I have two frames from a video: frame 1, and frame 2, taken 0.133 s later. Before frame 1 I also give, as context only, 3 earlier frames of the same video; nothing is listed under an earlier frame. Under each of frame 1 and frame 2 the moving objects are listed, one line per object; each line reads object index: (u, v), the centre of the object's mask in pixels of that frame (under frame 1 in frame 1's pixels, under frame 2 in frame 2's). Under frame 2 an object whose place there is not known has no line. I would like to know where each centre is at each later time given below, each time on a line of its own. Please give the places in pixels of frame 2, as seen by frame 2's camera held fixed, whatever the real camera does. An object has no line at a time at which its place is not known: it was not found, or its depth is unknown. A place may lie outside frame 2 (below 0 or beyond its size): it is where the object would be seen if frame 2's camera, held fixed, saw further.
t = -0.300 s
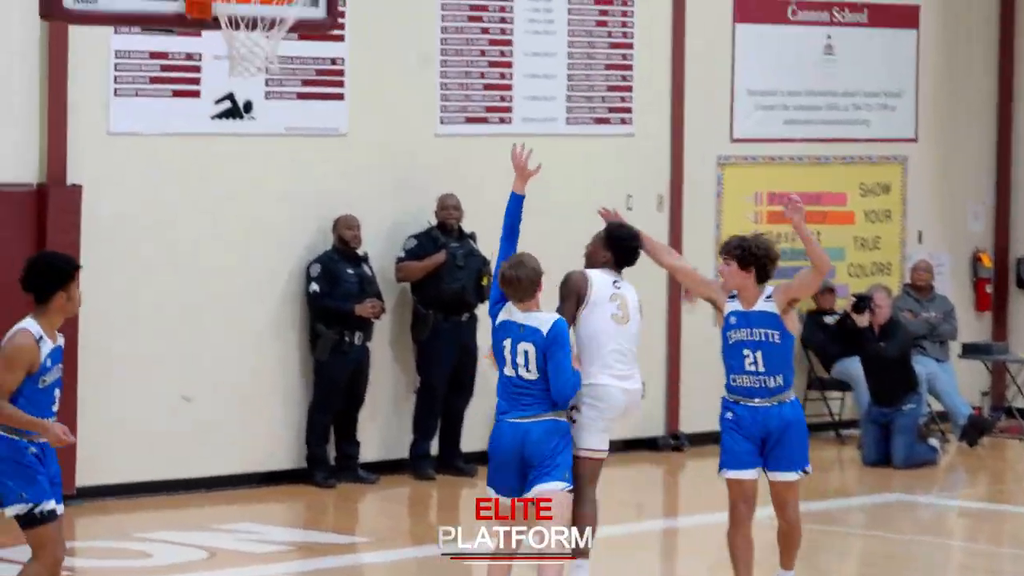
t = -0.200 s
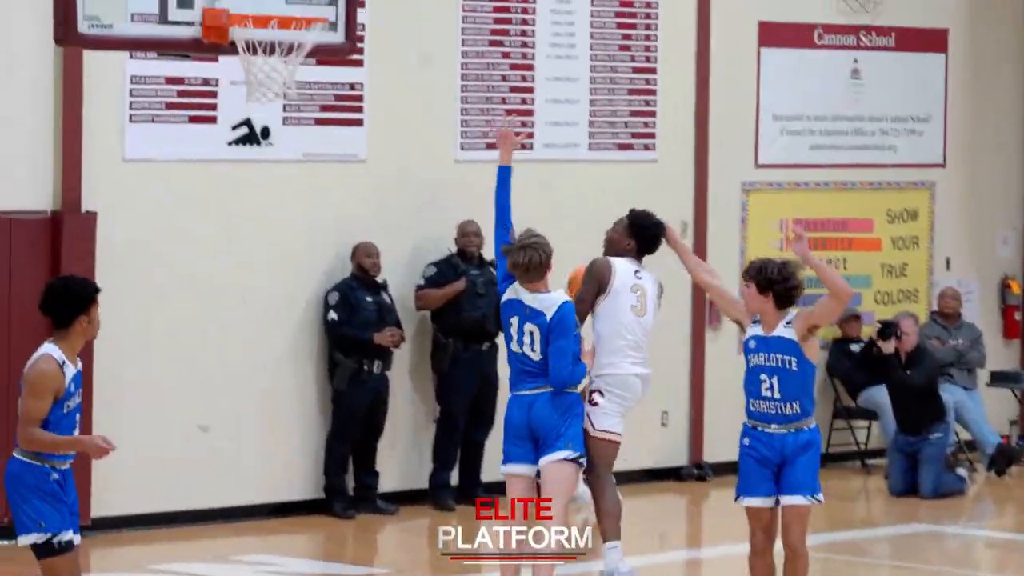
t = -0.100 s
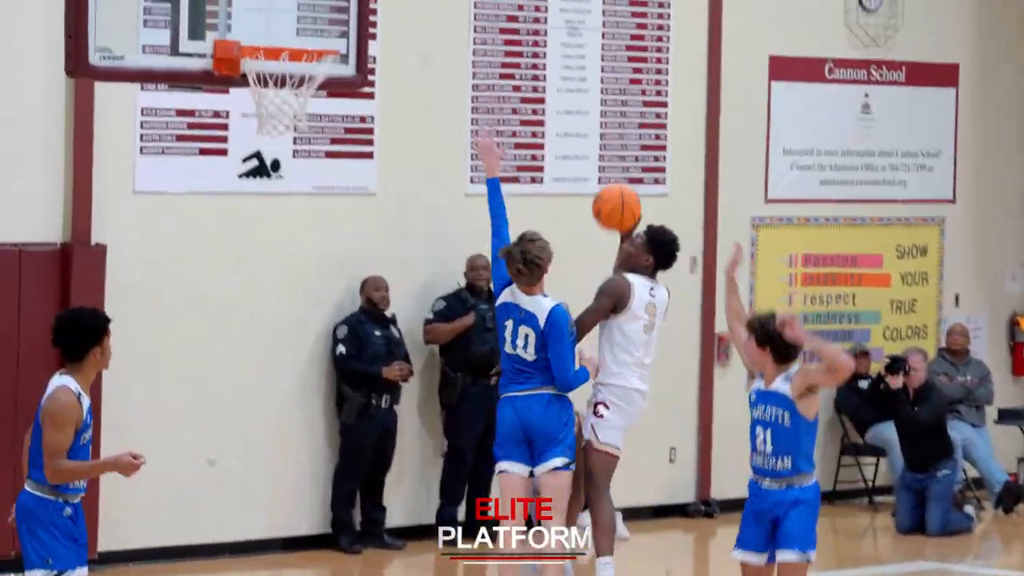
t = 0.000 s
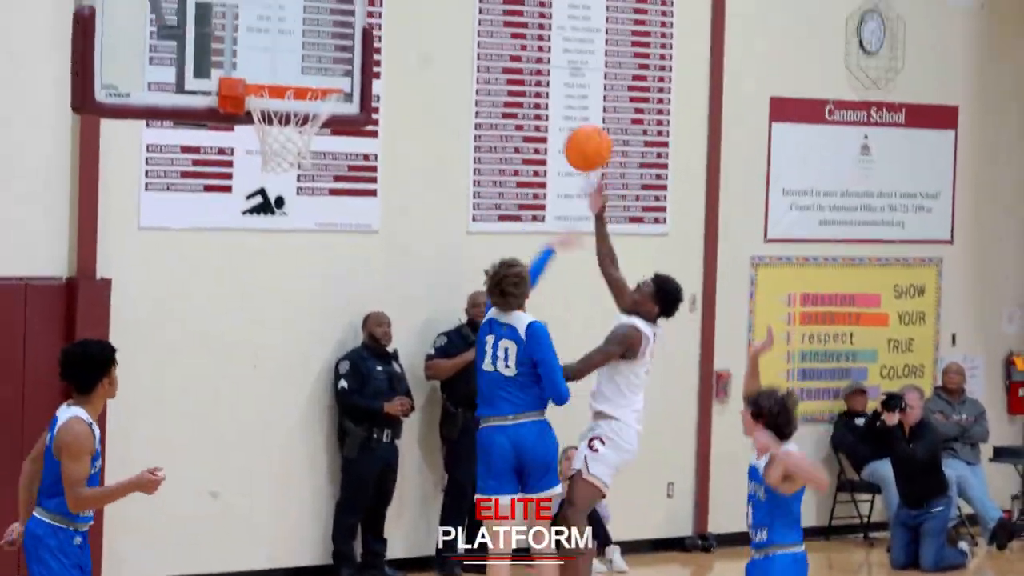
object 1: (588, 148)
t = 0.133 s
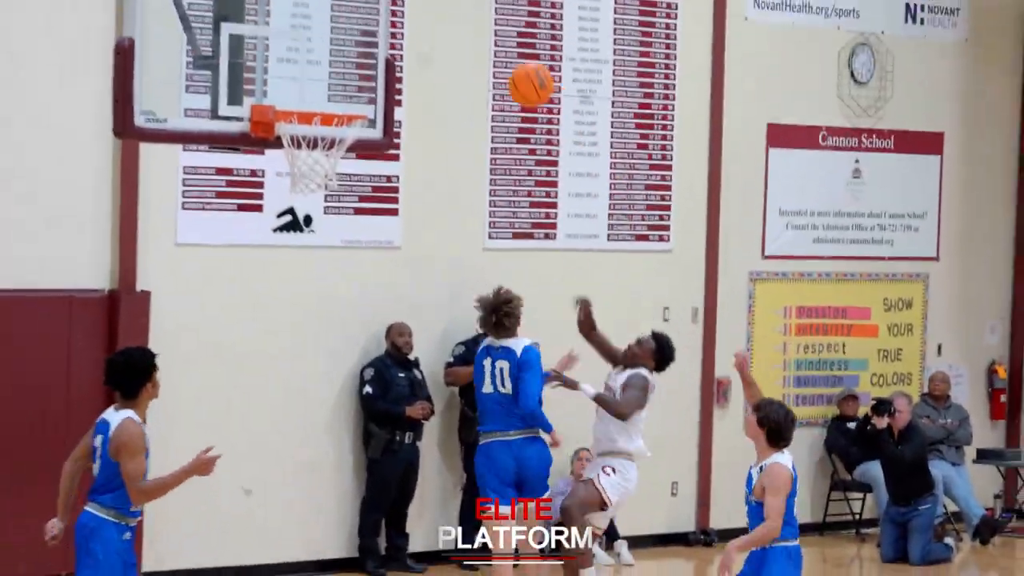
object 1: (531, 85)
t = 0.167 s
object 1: (513, 67)
